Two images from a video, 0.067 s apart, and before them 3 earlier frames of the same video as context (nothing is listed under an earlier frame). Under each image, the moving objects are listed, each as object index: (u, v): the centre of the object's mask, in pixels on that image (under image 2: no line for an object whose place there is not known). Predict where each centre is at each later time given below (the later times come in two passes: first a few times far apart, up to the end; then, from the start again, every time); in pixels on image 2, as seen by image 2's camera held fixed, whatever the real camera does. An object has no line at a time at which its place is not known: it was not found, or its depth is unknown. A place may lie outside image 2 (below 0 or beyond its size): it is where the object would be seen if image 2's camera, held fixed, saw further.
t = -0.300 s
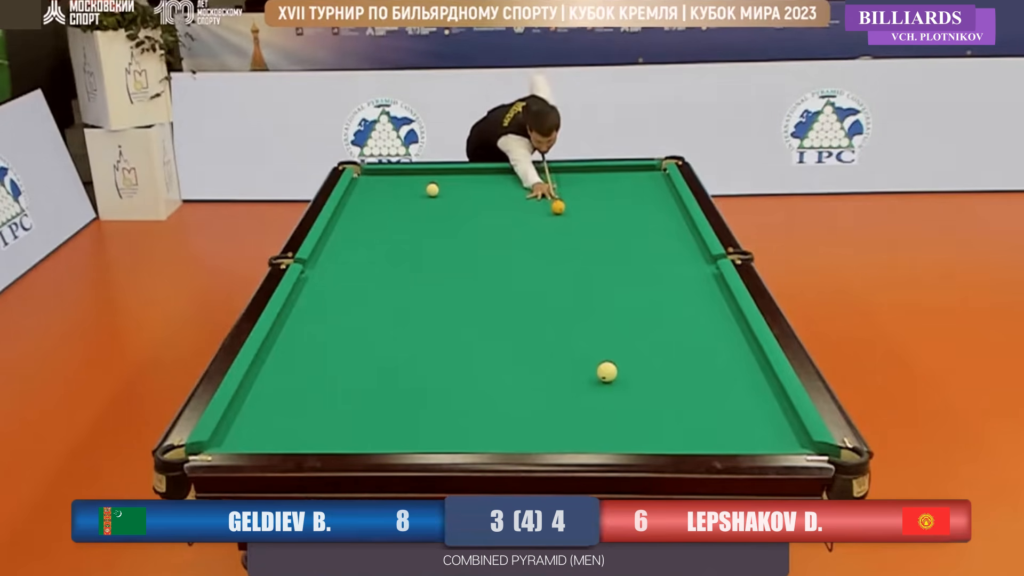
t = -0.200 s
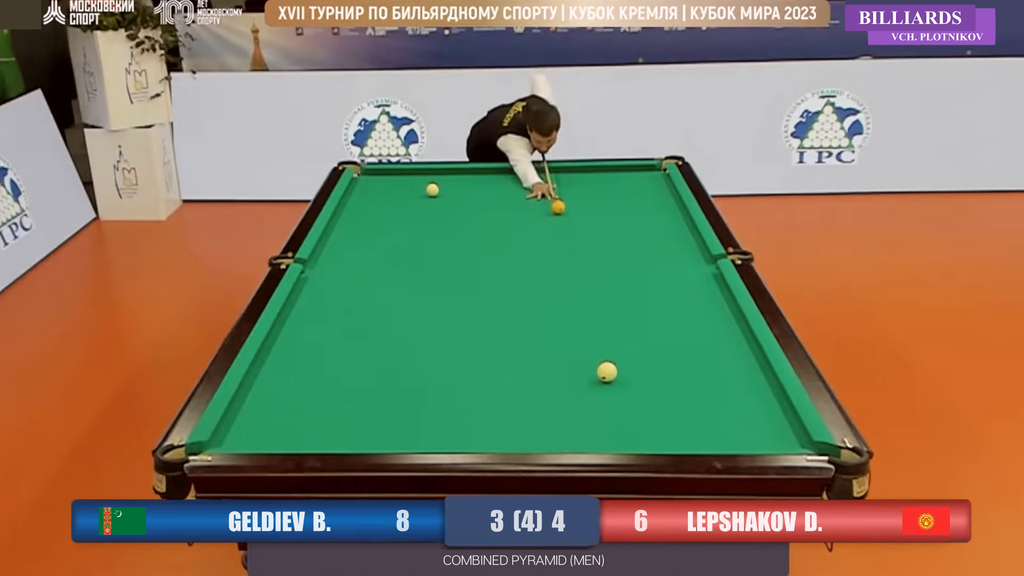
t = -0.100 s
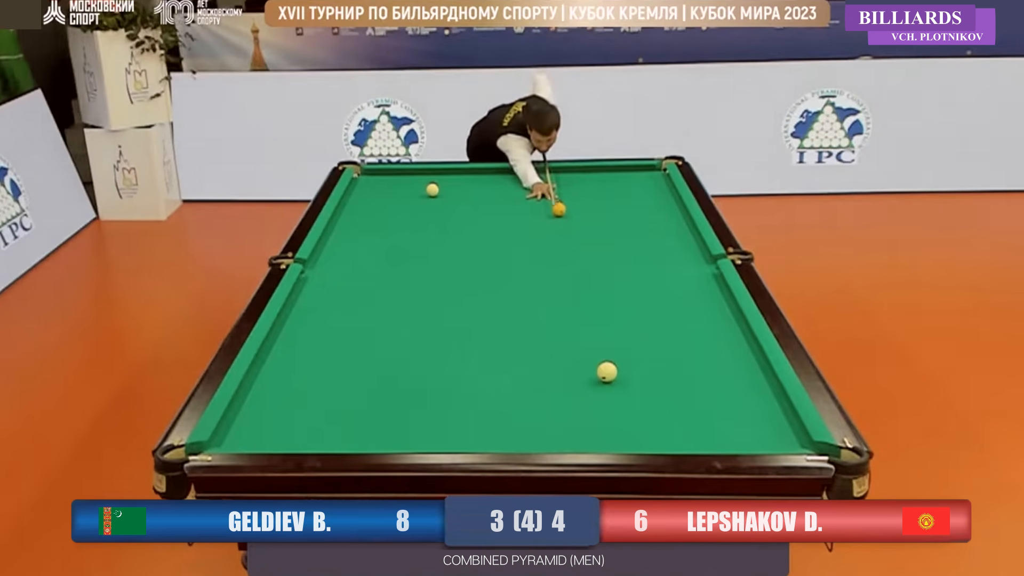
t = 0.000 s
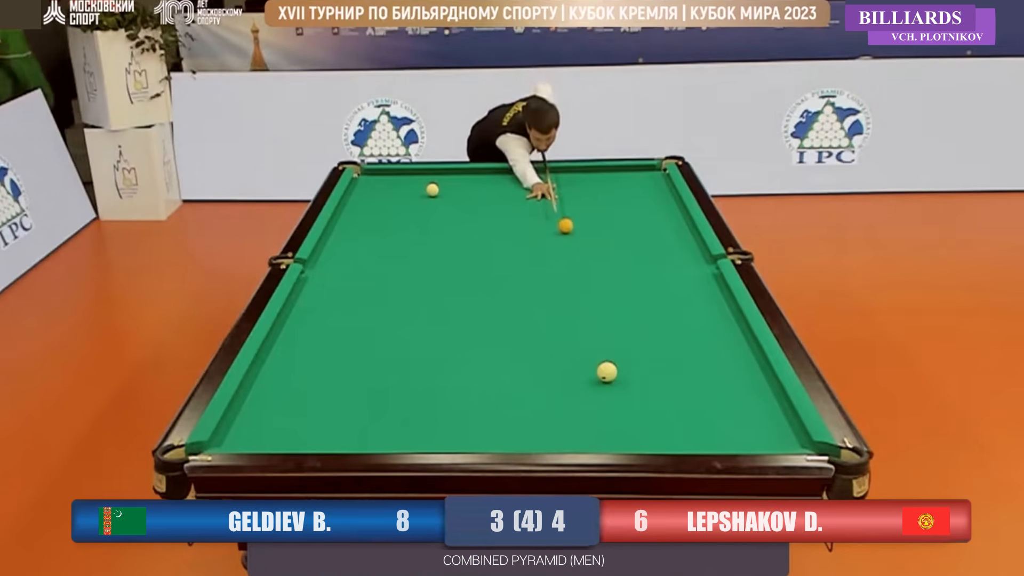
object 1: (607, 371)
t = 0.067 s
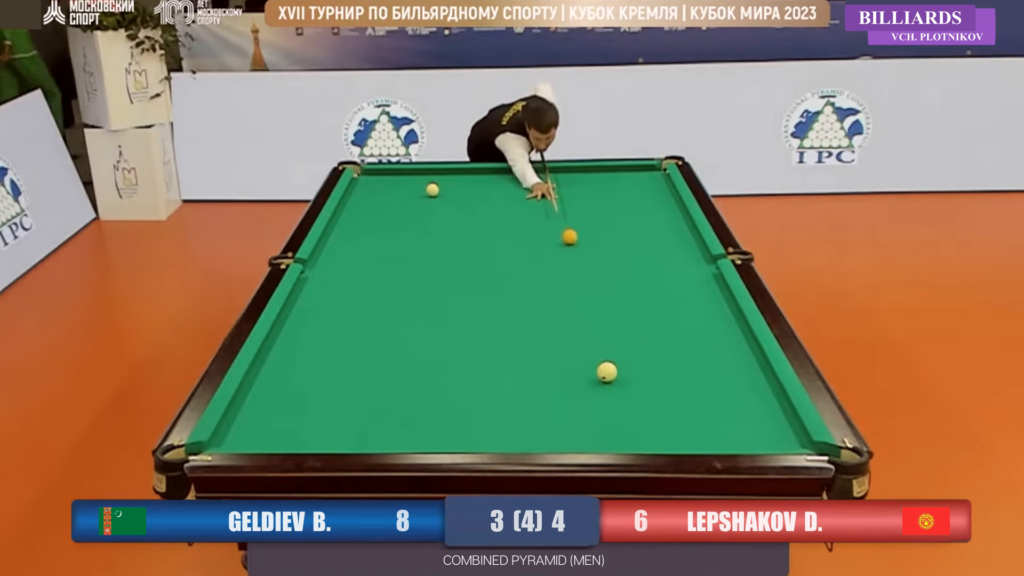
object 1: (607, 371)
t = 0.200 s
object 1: (607, 372)
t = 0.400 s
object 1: (607, 372)
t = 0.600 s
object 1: (607, 372)
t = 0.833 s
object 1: (587, 395)
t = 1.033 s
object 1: (554, 433)
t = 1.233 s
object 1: (531, 428)
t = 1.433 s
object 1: (513, 409)
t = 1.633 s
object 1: (494, 390)
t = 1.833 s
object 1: (480, 375)
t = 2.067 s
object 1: (465, 359)
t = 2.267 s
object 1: (453, 346)
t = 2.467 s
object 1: (440, 333)
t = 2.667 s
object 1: (431, 324)
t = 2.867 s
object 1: (420, 313)
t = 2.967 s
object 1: (416, 309)
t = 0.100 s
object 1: (607, 371)
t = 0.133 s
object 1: (607, 371)
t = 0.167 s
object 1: (607, 371)
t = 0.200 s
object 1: (607, 372)
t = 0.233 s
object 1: (607, 372)
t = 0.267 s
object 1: (607, 372)
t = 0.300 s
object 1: (607, 372)
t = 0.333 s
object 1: (607, 372)
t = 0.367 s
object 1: (607, 372)
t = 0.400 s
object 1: (607, 372)
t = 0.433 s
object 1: (607, 372)
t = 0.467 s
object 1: (607, 372)
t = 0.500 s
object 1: (607, 372)
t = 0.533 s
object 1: (607, 372)
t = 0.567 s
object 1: (607, 372)
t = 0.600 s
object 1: (607, 372)
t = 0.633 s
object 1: (607, 372)
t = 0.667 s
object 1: (607, 372)
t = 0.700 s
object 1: (607, 372)
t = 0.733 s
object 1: (606, 373)
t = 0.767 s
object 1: (603, 376)
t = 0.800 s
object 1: (597, 384)
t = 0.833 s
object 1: (587, 395)
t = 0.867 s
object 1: (580, 402)
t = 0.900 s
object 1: (577, 406)
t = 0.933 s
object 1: (571, 413)
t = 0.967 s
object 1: (565, 420)
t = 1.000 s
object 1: (559, 427)
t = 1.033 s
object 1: (554, 433)
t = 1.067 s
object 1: (551, 436)
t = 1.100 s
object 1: (545, 441)
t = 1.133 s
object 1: (541, 440)
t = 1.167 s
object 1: (537, 436)
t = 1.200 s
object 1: (534, 432)
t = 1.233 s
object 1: (531, 428)
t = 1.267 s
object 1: (527, 424)
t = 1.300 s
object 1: (524, 421)
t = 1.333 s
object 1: (521, 417)
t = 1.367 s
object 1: (519, 416)
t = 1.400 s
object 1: (516, 412)
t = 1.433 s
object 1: (513, 409)
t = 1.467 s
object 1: (509, 405)
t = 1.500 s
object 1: (506, 402)
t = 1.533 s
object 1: (503, 399)
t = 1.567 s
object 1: (500, 396)
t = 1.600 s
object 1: (497, 393)
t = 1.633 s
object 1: (494, 390)
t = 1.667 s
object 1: (492, 387)
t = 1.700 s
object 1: (489, 384)
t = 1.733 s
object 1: (487, 382)
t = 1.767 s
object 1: (485, 380)
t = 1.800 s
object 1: (483, 378)
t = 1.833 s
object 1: (480, 375)
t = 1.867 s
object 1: (478, 373)
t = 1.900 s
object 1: (475, 370)
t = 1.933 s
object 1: (474, 369)
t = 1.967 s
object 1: (472, 366)
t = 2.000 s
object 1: (468, 363)
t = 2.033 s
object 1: (466, 360)
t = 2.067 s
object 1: (465, 359)
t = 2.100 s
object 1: (463, 356)
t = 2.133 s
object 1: (460, 354)
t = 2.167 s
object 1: (458, 352)
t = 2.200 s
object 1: (457, 351)
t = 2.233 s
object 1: (455, 348)
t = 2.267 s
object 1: (453, 346)
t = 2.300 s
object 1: (450, 344)
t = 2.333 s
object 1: (448, 342)
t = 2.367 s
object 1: (447, 341)
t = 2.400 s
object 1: (444, 338)
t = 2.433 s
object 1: (442, 335)
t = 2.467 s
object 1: (440, 333)
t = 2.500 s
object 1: (439, 333)
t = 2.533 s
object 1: (437, 331)
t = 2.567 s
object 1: (436, 329)
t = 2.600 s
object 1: (434, 327)
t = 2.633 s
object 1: (432, 325)
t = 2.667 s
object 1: (431, 324)
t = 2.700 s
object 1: (429, 322)
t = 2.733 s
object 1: (427, 320)
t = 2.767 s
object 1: (426, 318)
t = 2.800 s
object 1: (425, 317)
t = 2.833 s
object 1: (422, 315)
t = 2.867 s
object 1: (420, 313)
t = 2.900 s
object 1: (419, 311)
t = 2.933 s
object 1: (418, 310)
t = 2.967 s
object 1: (416, 309)
